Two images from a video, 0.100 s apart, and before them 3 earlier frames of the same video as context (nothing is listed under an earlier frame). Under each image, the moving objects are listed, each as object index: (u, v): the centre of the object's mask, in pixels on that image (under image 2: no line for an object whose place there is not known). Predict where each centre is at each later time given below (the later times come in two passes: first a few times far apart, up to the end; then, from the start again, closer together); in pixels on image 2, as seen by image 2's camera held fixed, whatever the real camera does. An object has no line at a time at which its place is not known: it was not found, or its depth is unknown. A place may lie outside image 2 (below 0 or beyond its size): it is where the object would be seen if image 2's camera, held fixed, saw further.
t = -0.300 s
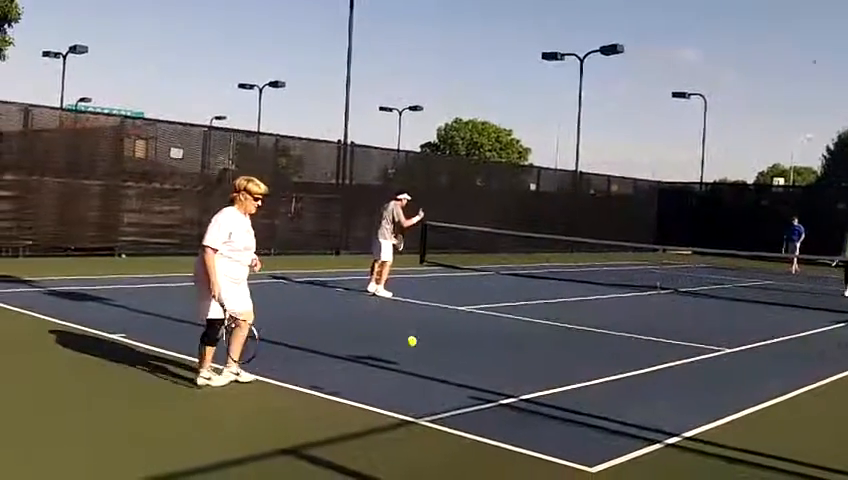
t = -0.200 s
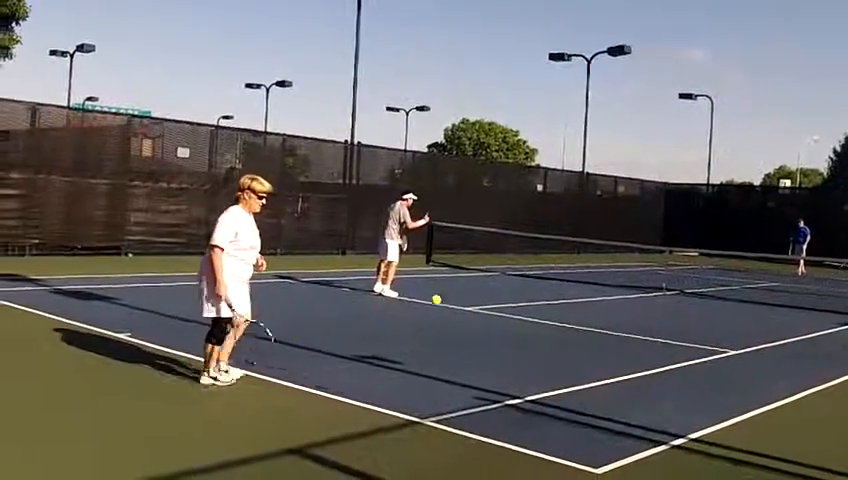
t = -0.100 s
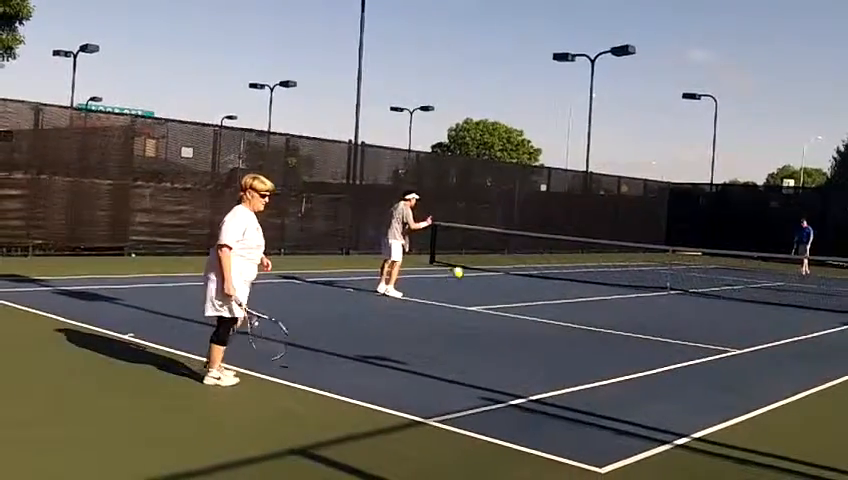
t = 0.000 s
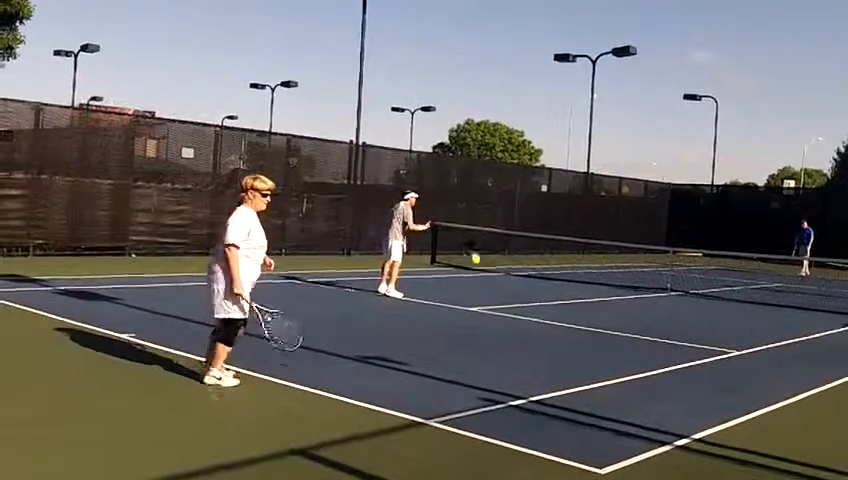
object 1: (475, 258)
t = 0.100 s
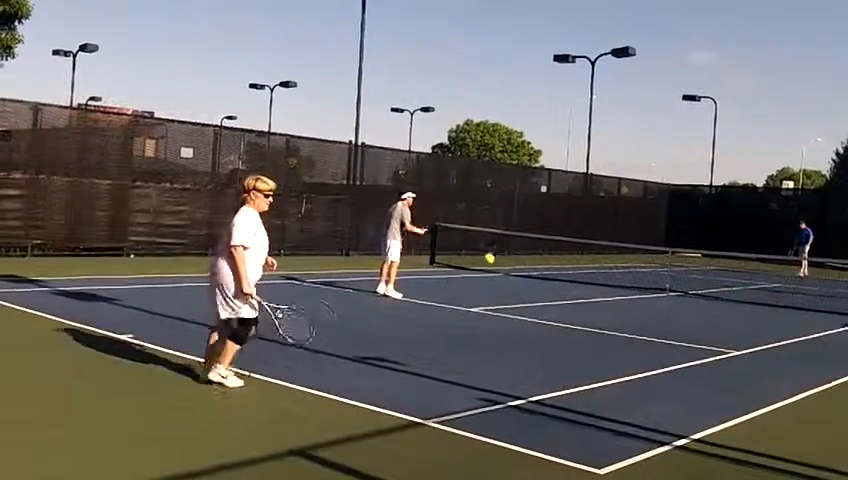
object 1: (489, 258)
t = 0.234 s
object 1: (508, 277)
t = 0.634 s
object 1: (557, 359)
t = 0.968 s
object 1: (605, 314)
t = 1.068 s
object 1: (617, 327)
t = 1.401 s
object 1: (657, 367)
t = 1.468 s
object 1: (665, 355)
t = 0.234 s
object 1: (508, 277)
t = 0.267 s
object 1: (512, 286)
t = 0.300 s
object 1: (516, 295)
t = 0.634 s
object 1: (557, 359)
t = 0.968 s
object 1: (605, 314)
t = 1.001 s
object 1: (609, 316)
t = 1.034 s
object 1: (613, 321)
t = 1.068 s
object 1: (617, 327)
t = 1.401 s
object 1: (657, 367)
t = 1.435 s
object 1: (661, 361)
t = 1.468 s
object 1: (665, 355)
